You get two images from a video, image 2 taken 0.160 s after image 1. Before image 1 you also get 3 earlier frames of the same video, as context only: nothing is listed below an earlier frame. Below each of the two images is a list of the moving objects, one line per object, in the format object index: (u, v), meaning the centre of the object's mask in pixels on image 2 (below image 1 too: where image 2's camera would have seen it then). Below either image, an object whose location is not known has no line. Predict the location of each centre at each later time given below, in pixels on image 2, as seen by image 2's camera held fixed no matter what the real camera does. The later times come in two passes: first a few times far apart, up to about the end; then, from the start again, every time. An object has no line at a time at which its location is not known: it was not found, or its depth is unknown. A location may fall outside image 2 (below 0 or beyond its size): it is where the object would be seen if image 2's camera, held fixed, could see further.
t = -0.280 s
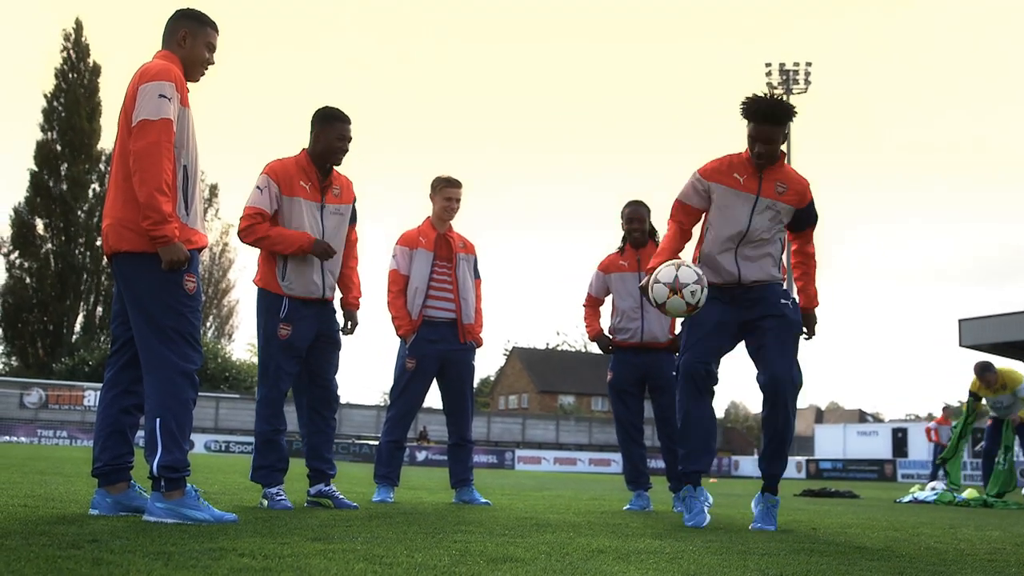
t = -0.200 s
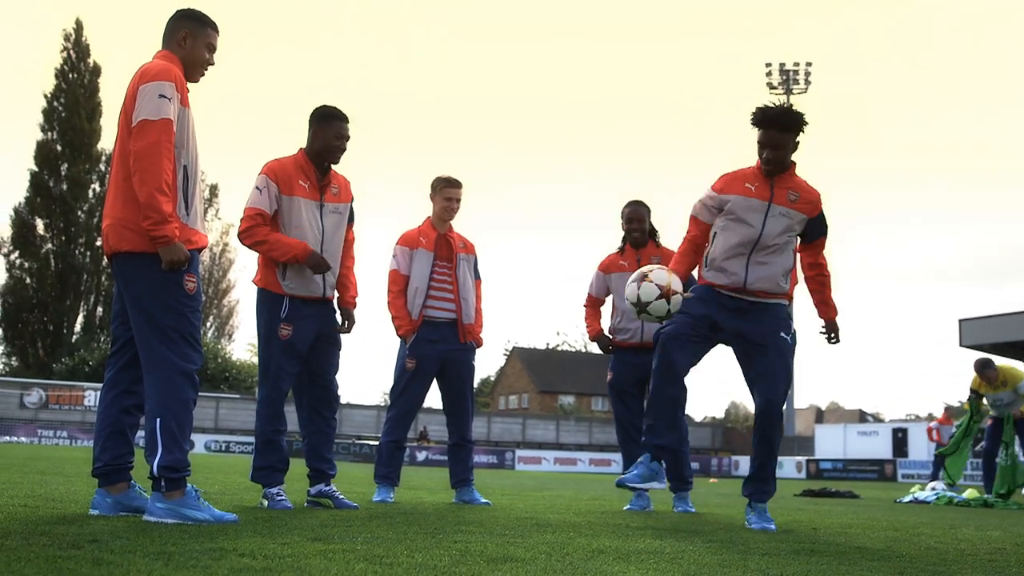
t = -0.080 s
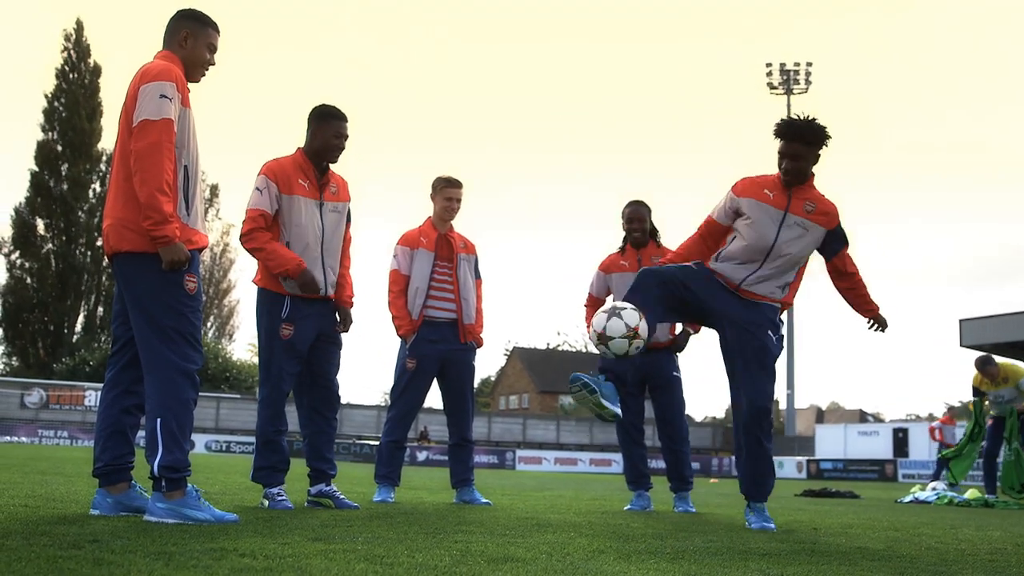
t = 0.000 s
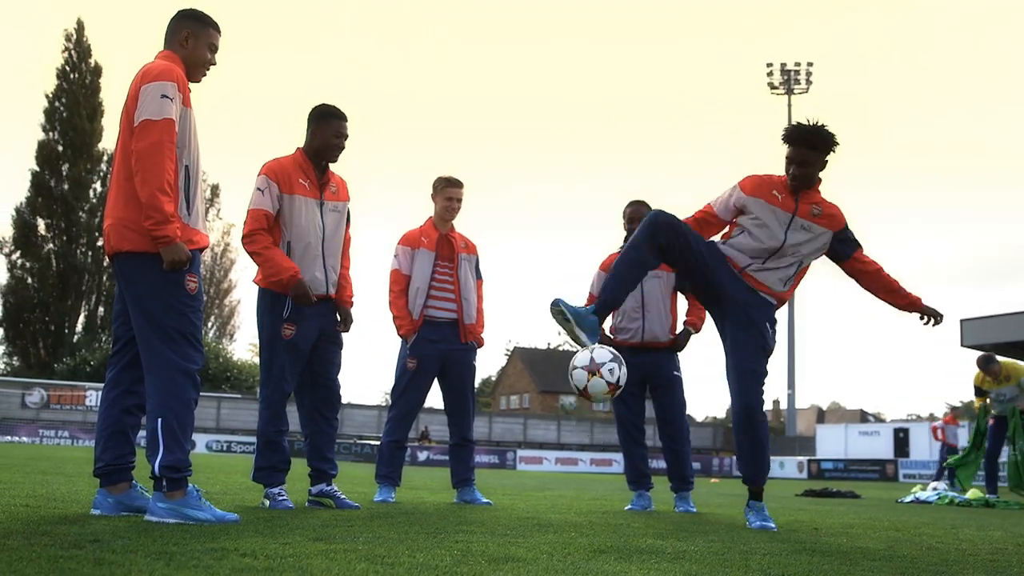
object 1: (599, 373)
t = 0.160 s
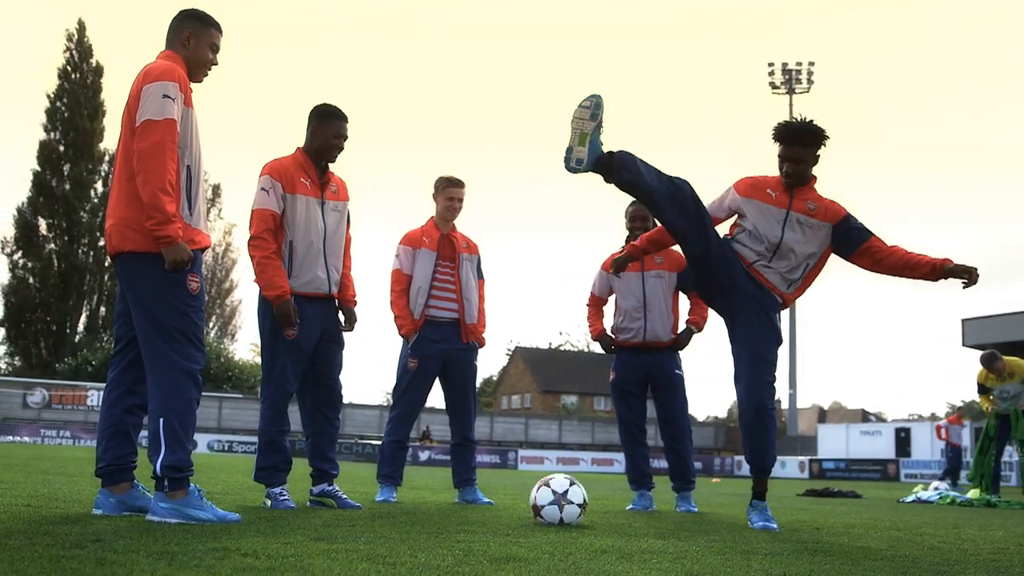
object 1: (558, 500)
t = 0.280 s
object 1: (523, 439)
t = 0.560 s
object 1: (442, 432)
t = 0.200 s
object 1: (547, 477)
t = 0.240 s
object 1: (535, 456)
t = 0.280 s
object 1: (523, 439)
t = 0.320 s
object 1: (511, 426)
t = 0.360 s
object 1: (500, 418)
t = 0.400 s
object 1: (489, 413)
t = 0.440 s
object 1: (477, 412)
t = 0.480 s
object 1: (465, 414)
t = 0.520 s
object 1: (454, 422)
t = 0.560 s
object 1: (442, 432)
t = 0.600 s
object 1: (431, 446)
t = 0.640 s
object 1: (419, 464)
